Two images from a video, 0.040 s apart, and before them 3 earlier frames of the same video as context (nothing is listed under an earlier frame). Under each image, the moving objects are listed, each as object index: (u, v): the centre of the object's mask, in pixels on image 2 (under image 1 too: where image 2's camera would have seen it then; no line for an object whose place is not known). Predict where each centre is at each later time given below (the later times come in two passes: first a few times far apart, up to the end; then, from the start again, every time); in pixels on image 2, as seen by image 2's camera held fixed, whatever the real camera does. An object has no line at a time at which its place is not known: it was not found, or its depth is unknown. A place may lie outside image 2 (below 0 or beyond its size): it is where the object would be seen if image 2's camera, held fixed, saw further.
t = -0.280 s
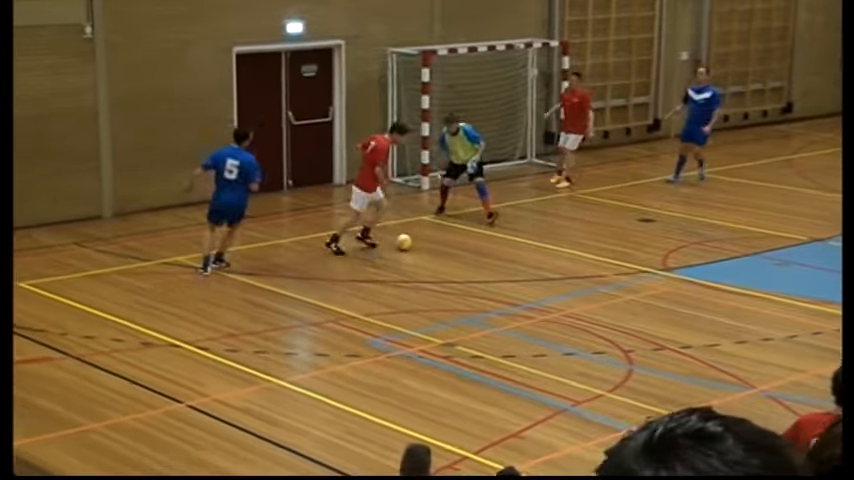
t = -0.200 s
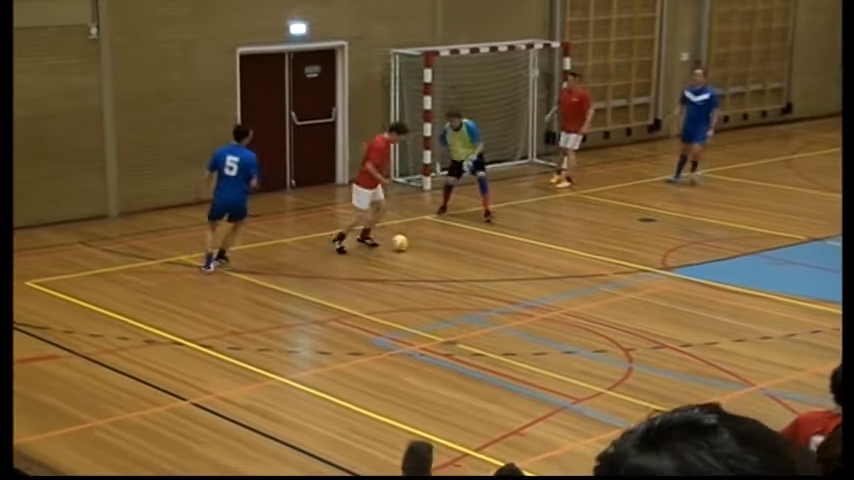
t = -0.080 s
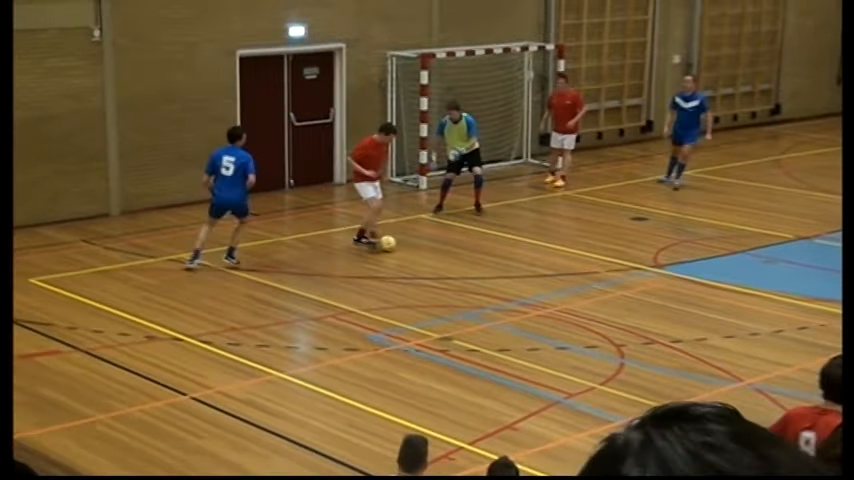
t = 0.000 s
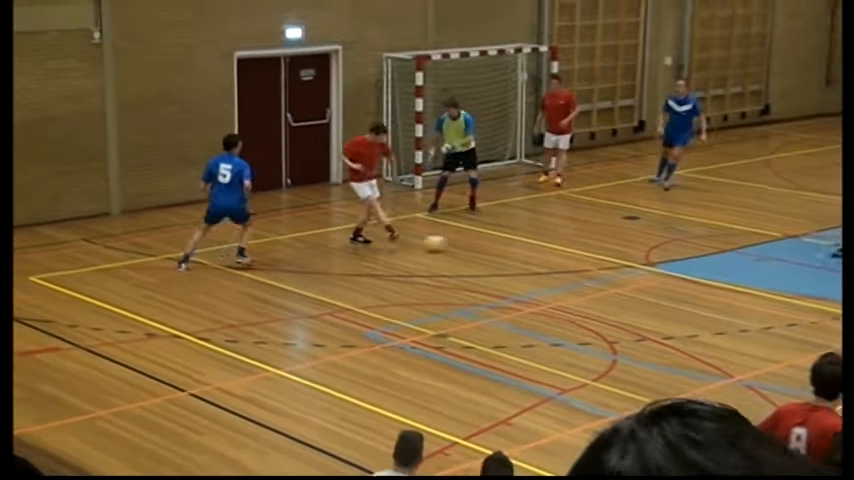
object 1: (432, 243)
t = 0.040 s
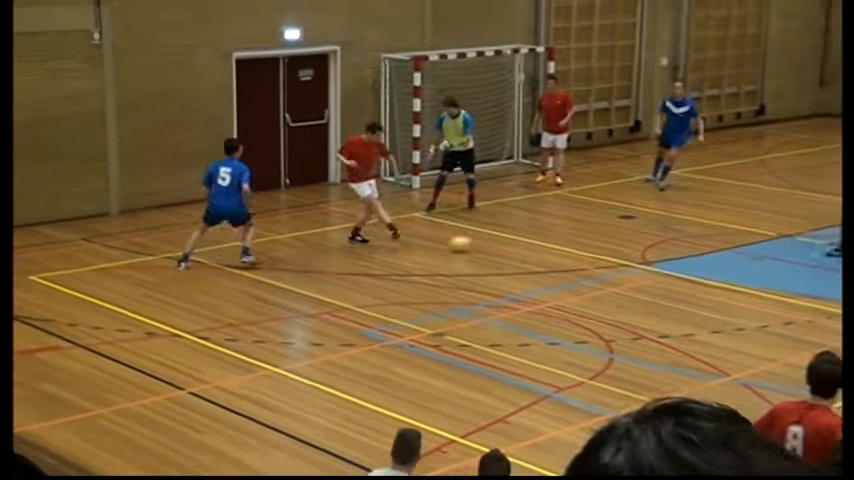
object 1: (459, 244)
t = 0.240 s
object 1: (591, 248)
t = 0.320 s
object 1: (639, 250)
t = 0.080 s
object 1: (488, 246)
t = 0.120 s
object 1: (514, 246)
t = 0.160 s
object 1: (542, 247)
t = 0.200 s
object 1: (565, 248)
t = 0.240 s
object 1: (591, 248)
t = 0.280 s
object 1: (615, 249)
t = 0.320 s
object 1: (639, 250)
